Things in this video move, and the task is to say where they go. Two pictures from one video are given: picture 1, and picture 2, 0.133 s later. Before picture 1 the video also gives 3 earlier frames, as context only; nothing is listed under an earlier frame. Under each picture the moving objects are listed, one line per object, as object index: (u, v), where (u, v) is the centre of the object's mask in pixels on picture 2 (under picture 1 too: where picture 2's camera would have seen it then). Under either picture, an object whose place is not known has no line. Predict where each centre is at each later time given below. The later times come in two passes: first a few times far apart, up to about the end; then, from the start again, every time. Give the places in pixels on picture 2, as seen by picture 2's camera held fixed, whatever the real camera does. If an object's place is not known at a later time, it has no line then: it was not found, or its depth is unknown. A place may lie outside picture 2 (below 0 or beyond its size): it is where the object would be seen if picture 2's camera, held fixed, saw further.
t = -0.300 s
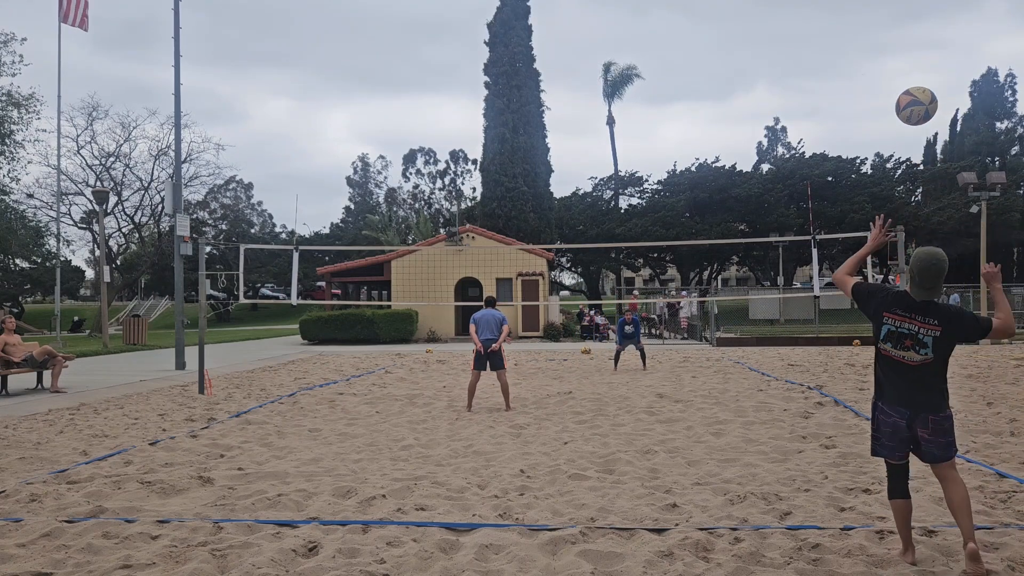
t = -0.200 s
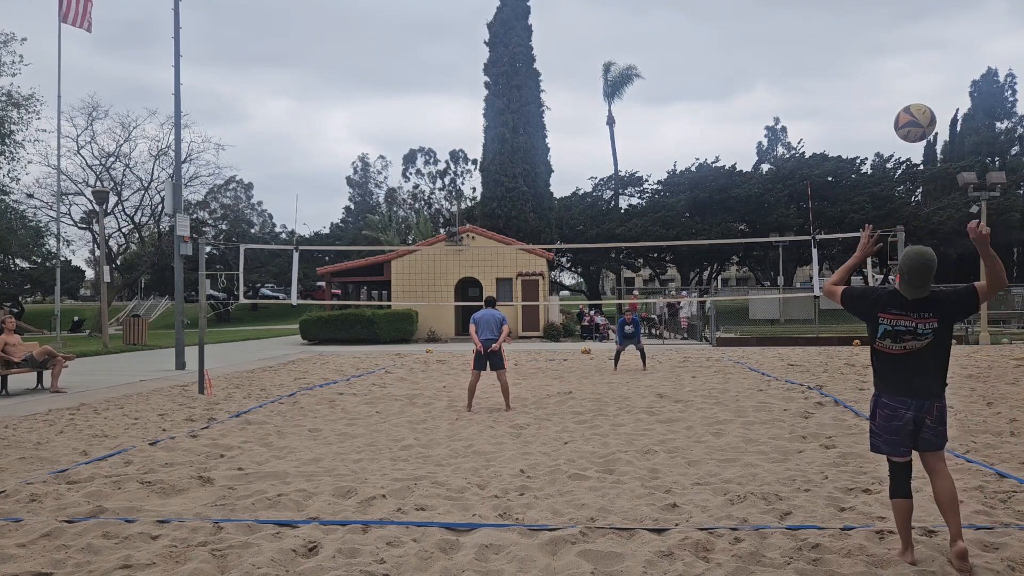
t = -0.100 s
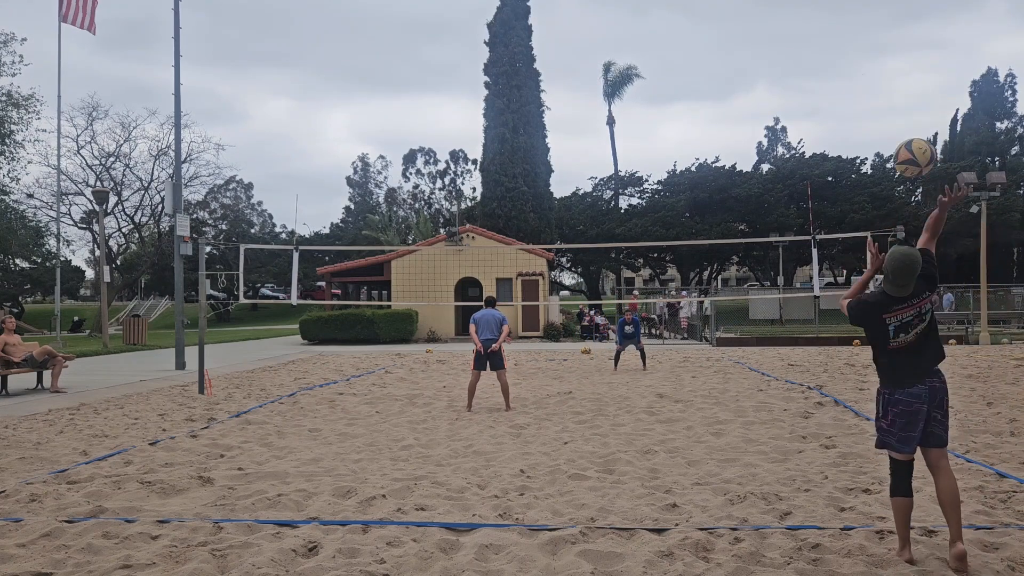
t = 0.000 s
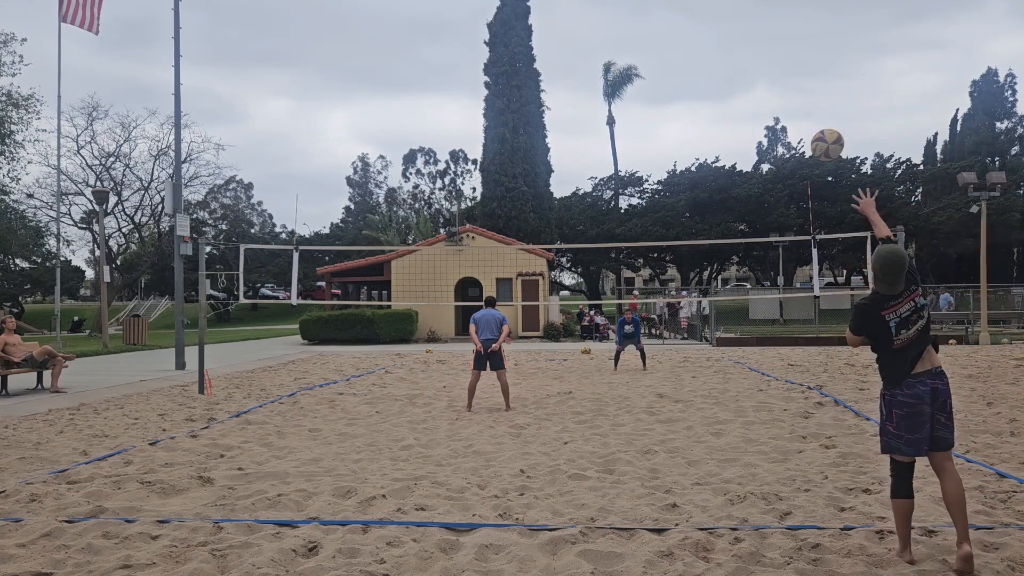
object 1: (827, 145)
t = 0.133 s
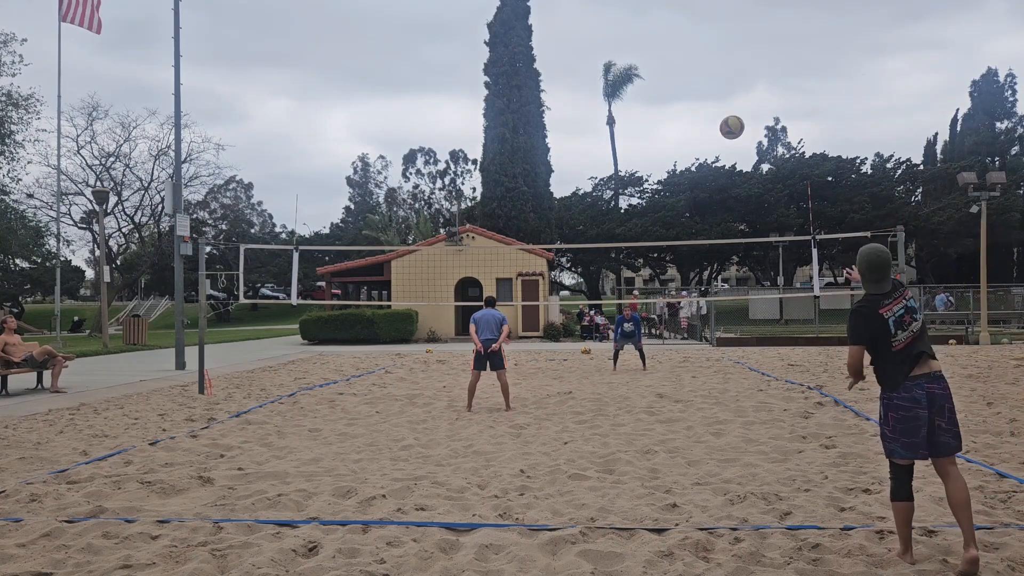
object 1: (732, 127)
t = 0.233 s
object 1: (689, 128)
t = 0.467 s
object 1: (629, 160)
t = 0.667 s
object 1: (598, 198)
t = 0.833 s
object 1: (580, 235)
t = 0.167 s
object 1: (715, 127)
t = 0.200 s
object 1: (701, 127)
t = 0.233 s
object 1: (689, 128)
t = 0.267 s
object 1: (677, 131)
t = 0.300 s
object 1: (667, 134)
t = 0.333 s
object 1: (658, 138)
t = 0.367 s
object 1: (649, 143)
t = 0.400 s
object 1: (642, 148)
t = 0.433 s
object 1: (635, 154)
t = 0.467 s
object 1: (629, 160)
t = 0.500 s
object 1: (623, 166)
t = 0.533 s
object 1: (617, 172)
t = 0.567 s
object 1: (612, 178)
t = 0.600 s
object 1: (607, 184)
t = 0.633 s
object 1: (602, 191)
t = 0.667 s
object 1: (598, 198)
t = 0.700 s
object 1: (593, 205)
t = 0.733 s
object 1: (589, 213)
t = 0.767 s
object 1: (586, 220)
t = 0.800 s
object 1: (583, 227)
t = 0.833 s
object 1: (580, 235)
